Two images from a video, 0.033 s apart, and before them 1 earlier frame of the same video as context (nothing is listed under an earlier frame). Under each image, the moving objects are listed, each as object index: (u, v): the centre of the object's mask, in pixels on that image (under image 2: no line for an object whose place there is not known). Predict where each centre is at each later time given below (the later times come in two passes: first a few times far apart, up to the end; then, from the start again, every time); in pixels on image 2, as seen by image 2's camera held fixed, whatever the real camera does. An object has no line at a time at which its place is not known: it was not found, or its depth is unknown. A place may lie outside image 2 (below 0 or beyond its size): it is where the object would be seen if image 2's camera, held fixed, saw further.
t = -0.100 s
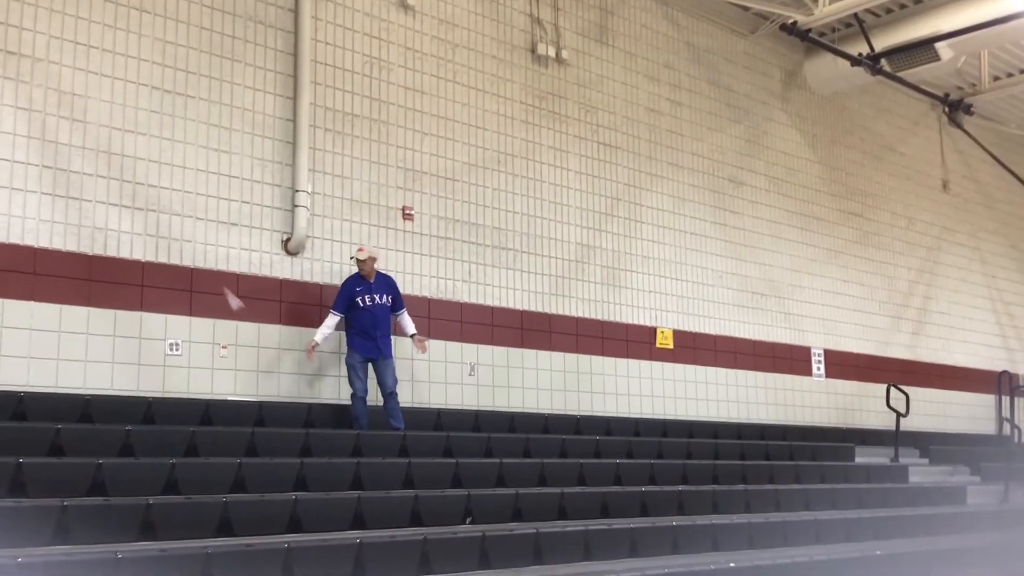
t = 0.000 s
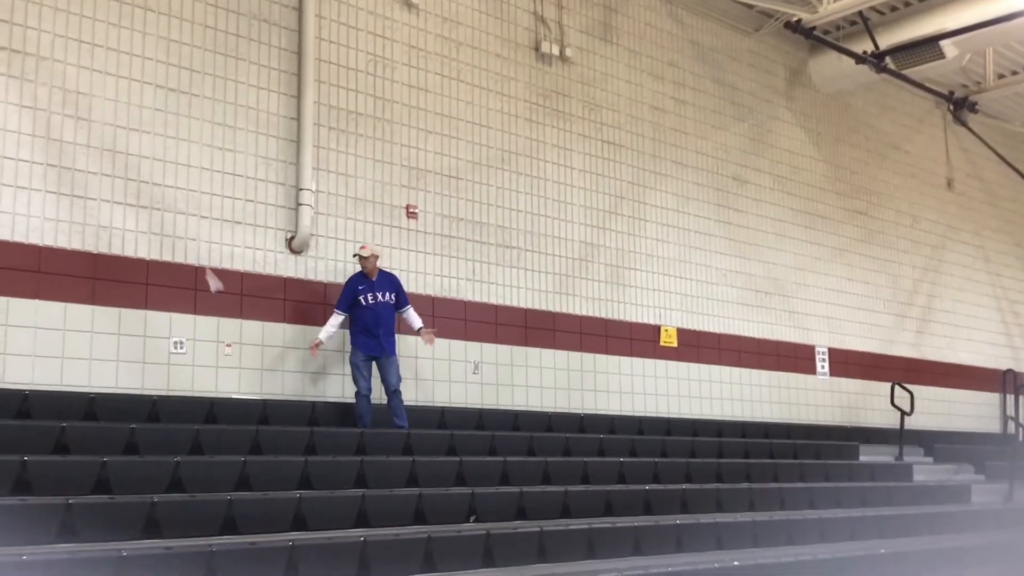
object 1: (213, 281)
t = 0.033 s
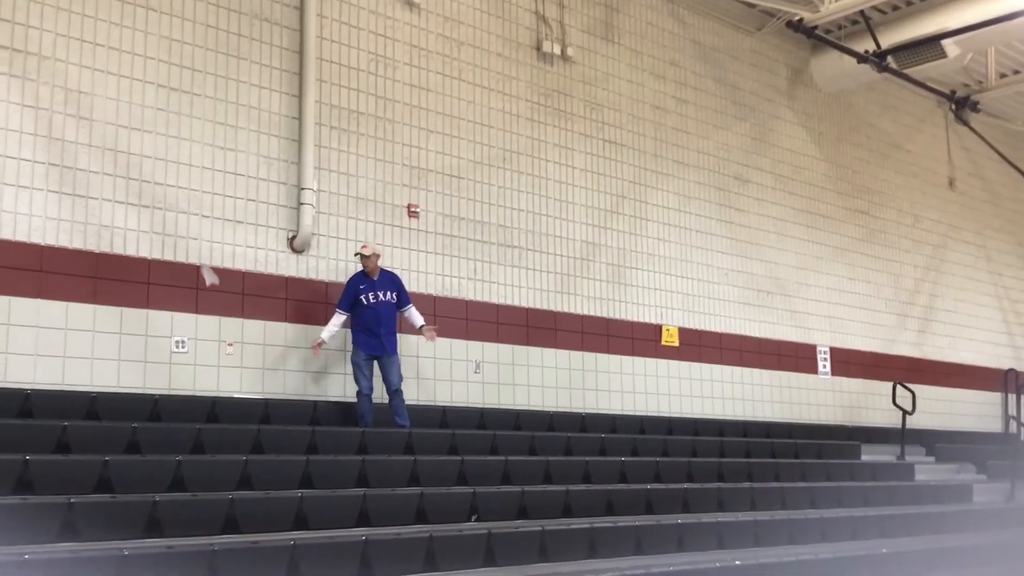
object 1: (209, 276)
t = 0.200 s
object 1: (191, 257)
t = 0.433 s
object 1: (184, 265)
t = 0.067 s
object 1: (204, 271)
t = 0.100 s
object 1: (200, 266)
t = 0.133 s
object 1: (196, 262)
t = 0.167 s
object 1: (193, 259)
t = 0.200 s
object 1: (191, 257)
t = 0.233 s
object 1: (189, 256)
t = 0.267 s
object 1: (188, 255)
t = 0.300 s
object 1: (187, 256)
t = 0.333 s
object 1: (186, 257)
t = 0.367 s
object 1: (185, 259)
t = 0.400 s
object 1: (185, 261)
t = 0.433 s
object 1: (184, 265)
